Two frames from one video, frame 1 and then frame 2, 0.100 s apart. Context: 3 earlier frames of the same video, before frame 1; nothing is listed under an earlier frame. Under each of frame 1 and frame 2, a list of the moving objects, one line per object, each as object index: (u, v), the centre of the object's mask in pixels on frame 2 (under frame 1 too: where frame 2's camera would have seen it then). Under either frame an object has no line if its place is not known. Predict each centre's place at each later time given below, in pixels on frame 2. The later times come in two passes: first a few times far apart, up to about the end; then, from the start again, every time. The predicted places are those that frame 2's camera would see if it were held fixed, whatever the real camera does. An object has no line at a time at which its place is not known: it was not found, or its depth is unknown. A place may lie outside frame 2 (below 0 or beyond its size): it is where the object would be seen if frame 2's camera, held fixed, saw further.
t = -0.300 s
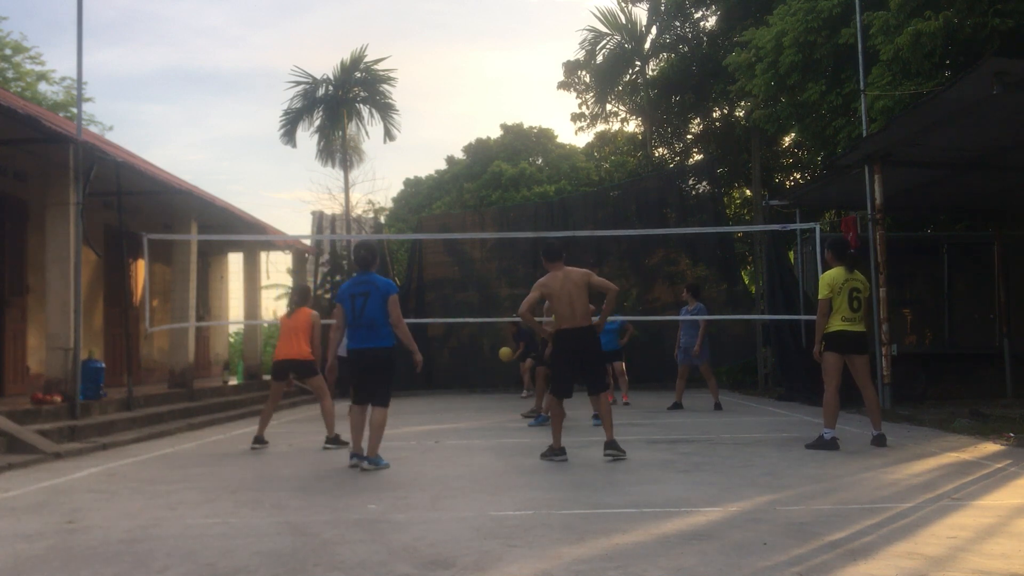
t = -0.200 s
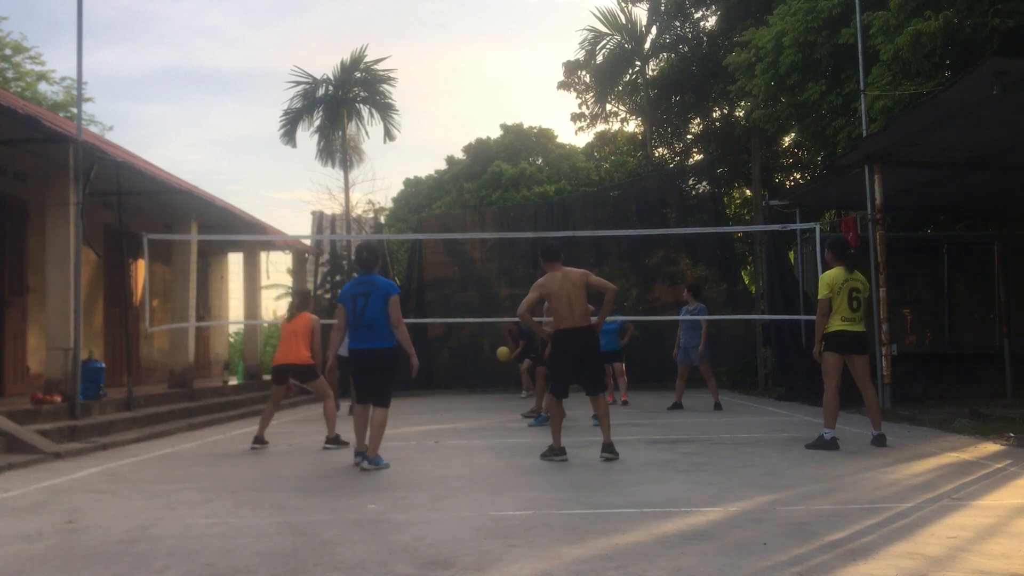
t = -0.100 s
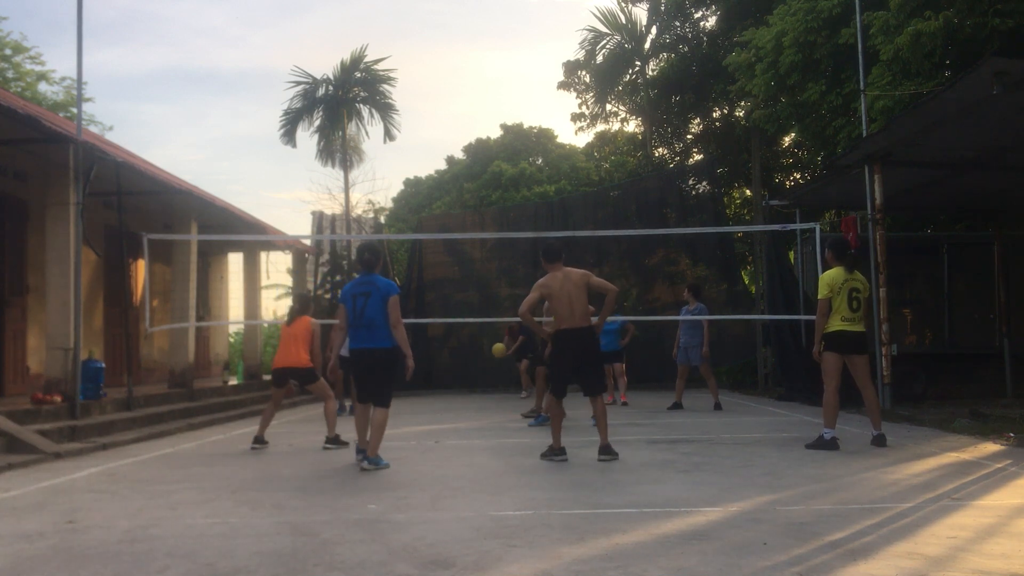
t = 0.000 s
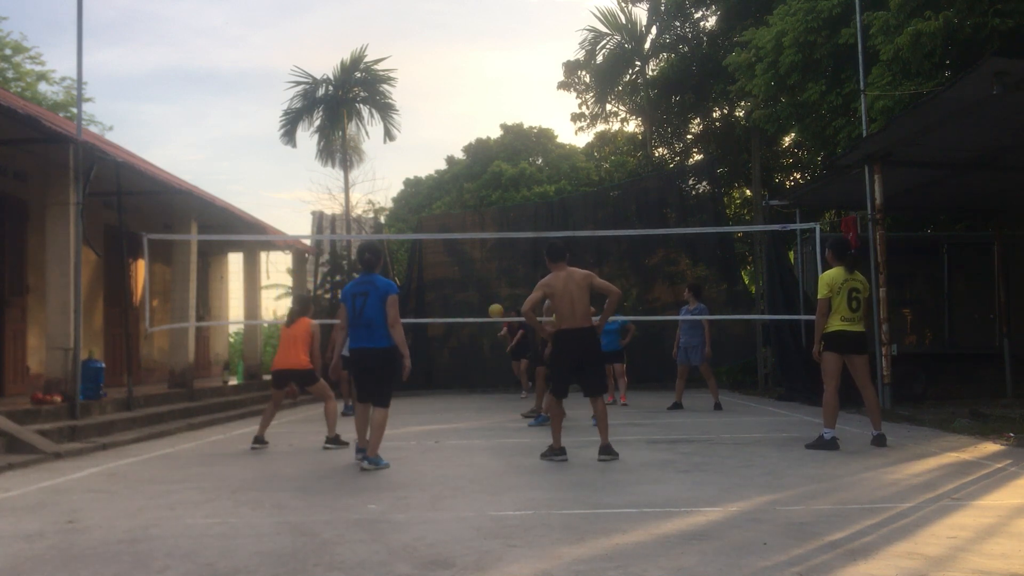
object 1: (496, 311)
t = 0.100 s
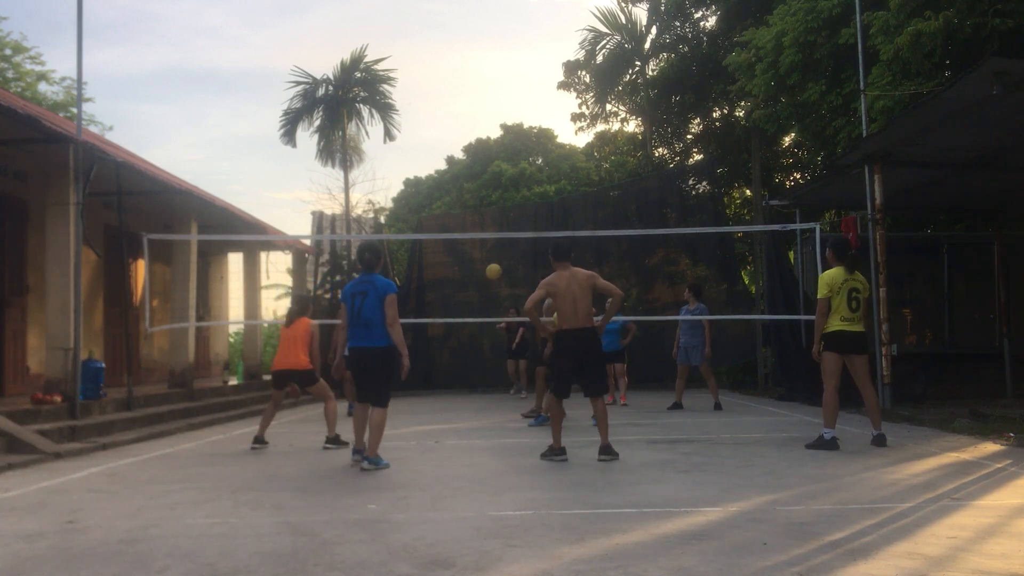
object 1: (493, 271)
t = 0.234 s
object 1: (492, 226)
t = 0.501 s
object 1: (490, 168)
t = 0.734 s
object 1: (489, 156)
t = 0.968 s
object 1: (489, 199)
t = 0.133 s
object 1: (493, 260)
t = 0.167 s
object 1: (493, 249)
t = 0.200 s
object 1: (493, 239)
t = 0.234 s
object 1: (492, 226)
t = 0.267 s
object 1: (492, 218)
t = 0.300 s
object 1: (492, 209)
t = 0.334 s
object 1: (491, 200)
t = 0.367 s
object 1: (491, 193)
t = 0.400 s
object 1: (491, 185)
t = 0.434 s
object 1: (490, 179)
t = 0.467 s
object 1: (491, 173)
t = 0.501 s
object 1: (490, 168)
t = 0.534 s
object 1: (490, 163)
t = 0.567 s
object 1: (490, 160)
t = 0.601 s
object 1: (490, 157)
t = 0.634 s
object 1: (490, 156)
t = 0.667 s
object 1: (489, 155)
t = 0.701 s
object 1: (489, 155)
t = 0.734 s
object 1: (489, 156)
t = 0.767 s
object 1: (489, 158)
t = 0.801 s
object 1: (489, 162)
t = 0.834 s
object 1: (489, 167)
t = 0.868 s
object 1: (489, 173)
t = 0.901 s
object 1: (489, 180)
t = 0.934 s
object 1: (489, 189)
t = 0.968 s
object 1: (489, 199)
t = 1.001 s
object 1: (489, 211)
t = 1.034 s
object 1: (490, 225)
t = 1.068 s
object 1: (490, 240)
